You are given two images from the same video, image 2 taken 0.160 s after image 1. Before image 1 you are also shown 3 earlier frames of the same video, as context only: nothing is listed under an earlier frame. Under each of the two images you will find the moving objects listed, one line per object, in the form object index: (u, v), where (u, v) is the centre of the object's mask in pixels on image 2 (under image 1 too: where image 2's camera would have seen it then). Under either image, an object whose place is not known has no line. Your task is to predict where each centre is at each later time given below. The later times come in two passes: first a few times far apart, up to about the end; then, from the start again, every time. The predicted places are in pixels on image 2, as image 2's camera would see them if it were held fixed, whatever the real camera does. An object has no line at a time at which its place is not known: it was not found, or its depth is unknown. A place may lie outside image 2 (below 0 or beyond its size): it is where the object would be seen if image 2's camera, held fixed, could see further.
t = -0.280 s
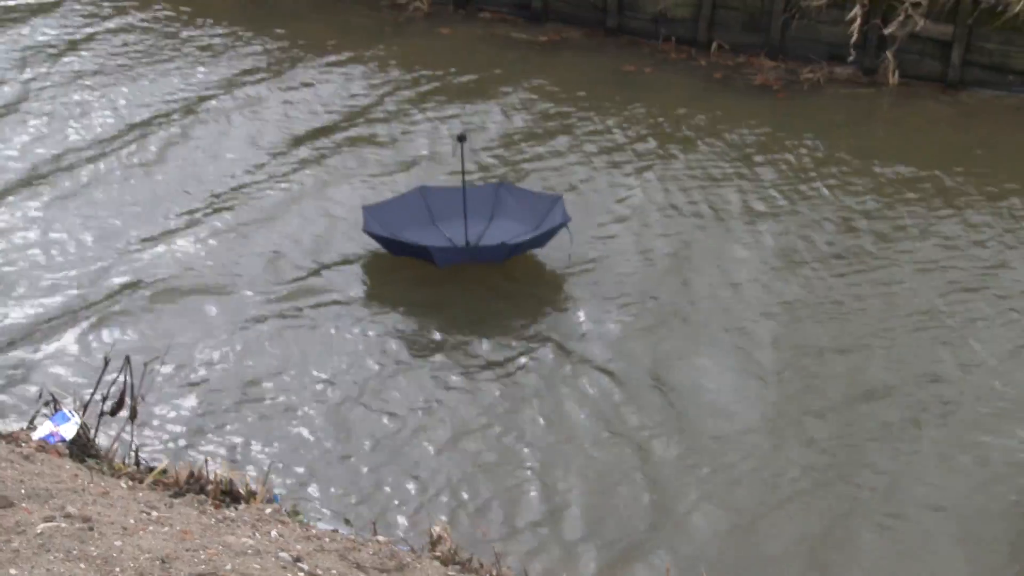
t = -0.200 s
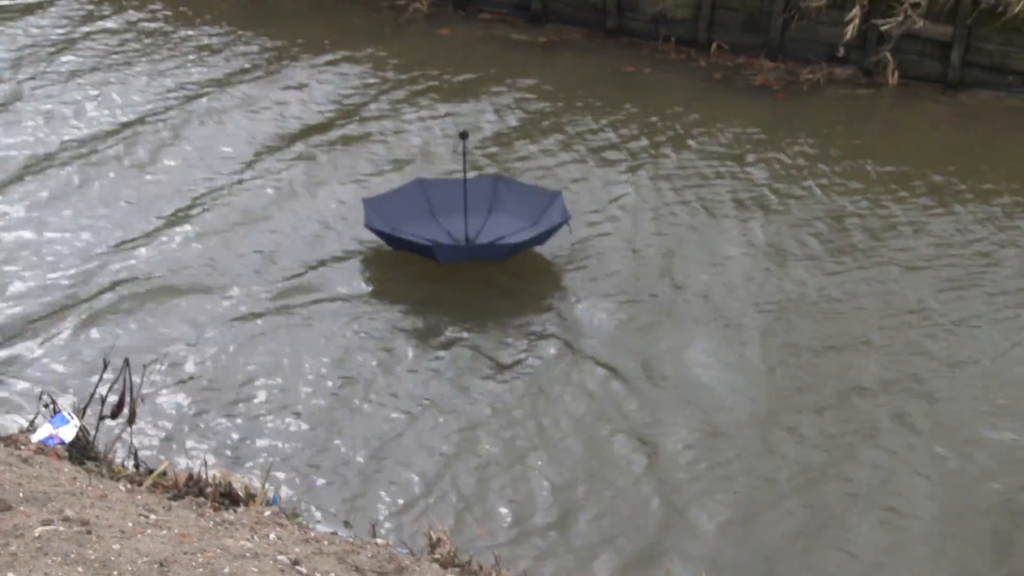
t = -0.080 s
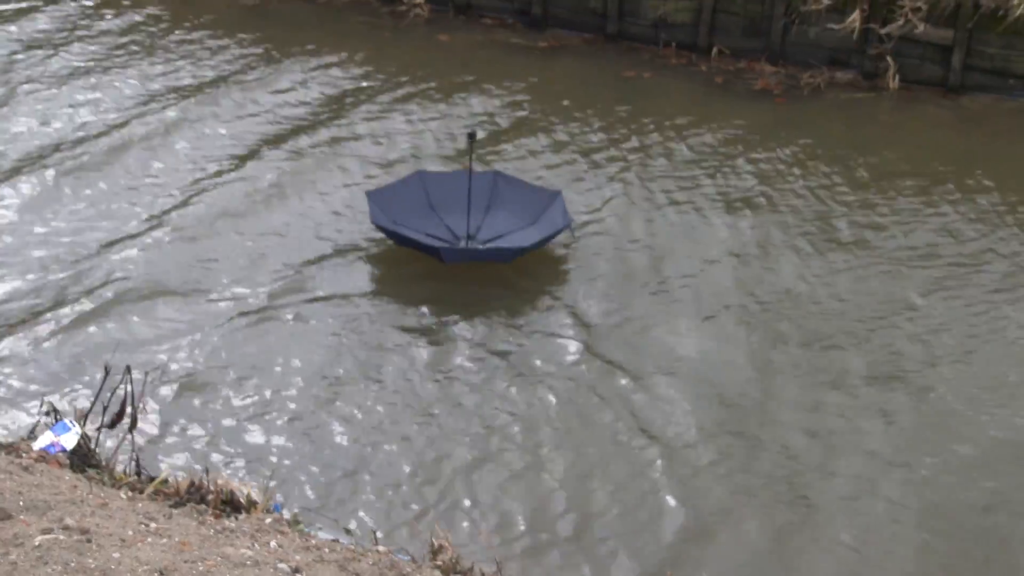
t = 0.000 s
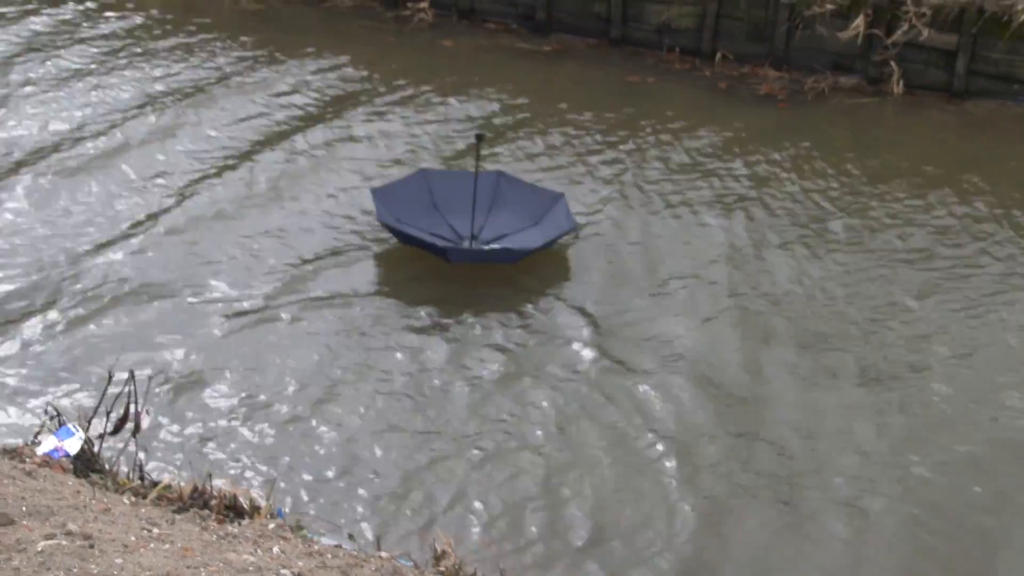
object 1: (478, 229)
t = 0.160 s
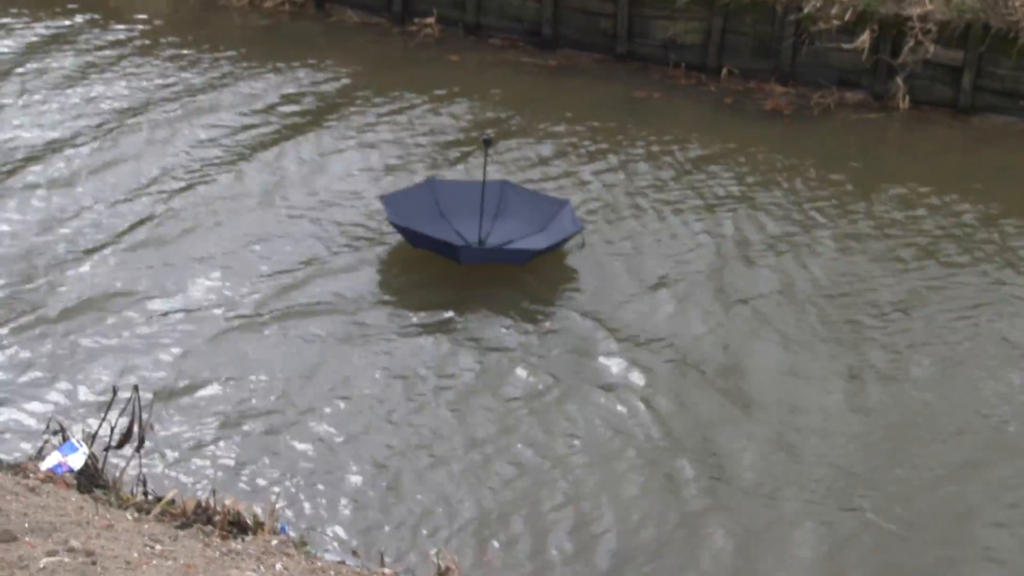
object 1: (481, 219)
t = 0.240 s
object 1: (483, 213)
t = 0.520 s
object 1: (490, 191)
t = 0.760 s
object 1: (493, 173)
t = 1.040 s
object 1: (501, 154)
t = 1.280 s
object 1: (502, 139)
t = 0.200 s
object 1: (482, 216)
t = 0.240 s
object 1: (483, 213)
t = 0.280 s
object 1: (483, 210)
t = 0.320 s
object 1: (485, 207)
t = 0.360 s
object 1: (487, 204)
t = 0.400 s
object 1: (488, 201)
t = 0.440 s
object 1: (489, 198)
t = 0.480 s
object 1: (489, 194)
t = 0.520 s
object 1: (490, 191)
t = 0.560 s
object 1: (491, 189)
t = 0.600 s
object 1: (491, 185)
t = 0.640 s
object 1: (491, 183)
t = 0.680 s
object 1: (492, 179)
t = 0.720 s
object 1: (493, 176)
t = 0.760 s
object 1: (493, 173)
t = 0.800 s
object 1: (495, 170)
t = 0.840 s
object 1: (495, 168)
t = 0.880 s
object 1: (496, 165)
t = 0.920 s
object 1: (498, 162)
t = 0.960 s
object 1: (499, 160)
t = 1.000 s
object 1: (500, 157)
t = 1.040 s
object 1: (501, 154)
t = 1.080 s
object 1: (501, 151)
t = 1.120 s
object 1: (500, 149)
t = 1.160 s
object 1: (502, 146)
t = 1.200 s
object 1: (502, 143)
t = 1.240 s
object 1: (503, 142)
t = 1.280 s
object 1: (502, 139)
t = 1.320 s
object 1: (501, 137)
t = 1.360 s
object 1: (501, 134)
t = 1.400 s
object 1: (500, 132)
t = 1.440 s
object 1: (498, 129)
